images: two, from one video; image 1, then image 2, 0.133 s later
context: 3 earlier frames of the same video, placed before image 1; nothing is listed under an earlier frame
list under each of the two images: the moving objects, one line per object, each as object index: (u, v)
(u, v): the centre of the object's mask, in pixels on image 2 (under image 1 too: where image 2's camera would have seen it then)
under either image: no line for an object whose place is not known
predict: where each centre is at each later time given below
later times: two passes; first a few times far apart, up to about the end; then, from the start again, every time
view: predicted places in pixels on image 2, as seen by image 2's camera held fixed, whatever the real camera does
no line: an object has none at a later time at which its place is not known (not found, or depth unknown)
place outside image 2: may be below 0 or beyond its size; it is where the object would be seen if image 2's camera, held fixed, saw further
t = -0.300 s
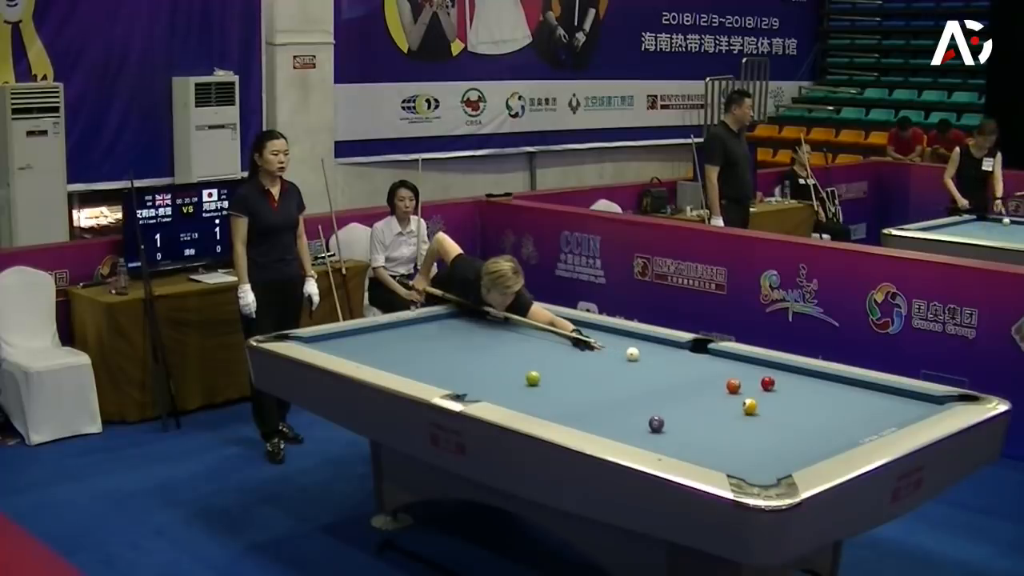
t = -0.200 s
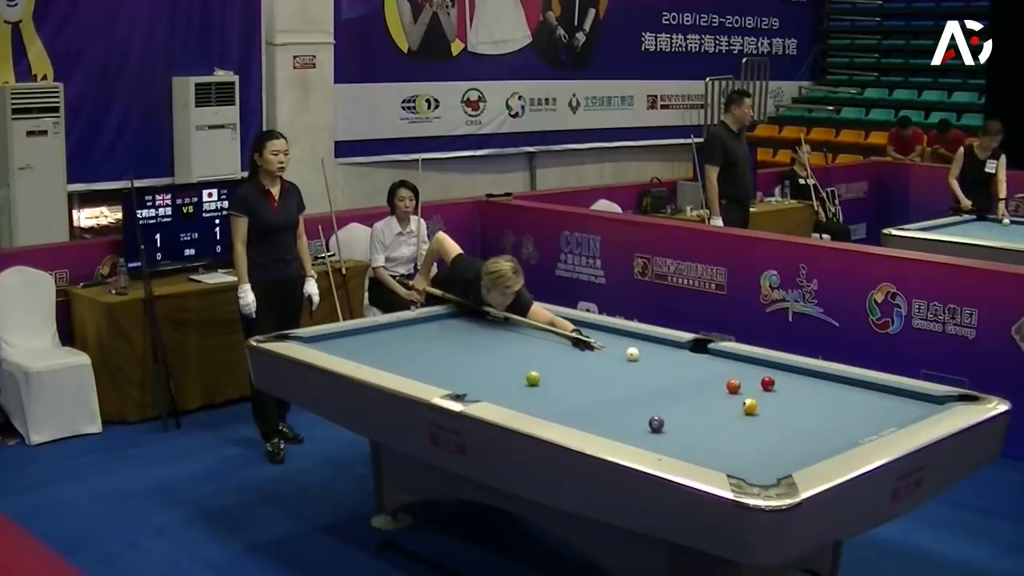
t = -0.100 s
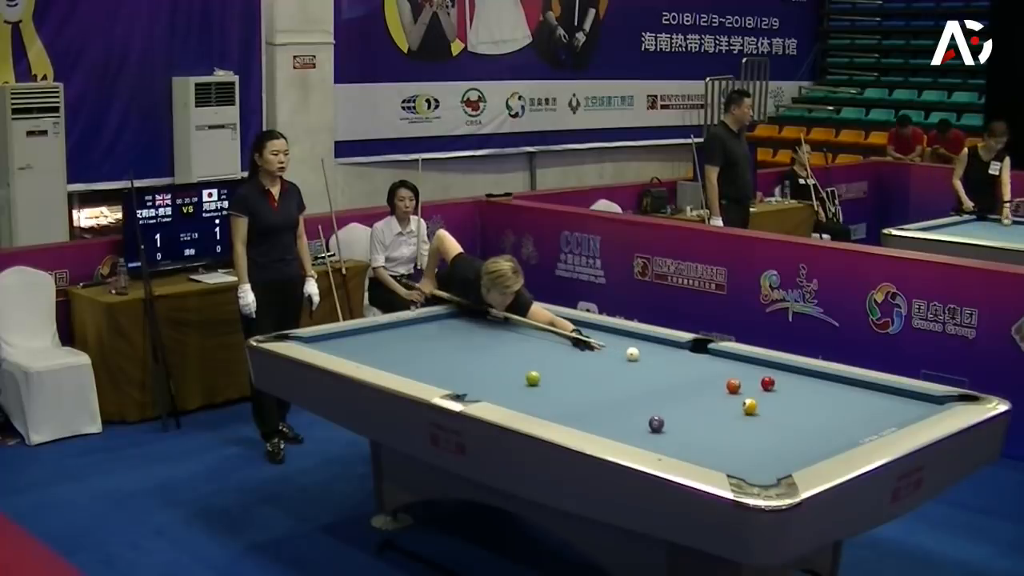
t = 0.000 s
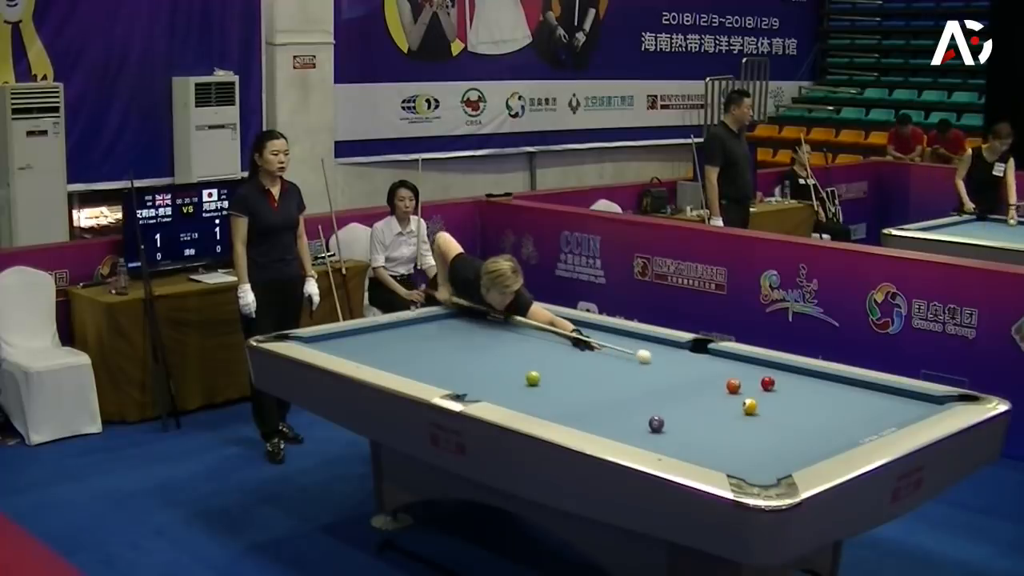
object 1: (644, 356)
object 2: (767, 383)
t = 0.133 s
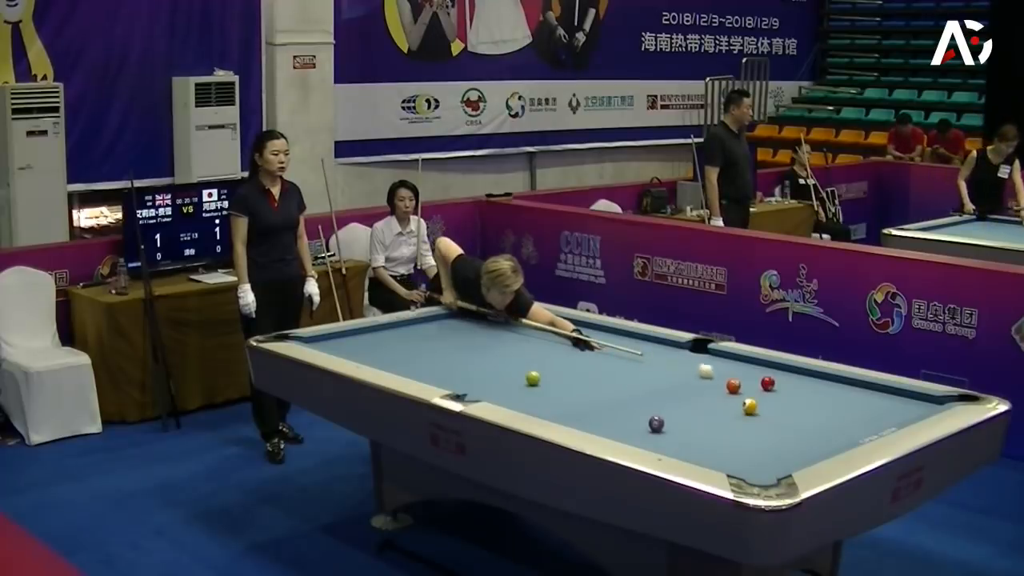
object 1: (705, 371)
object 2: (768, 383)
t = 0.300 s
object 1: (752, 385)
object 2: (794, 386)
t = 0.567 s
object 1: (766, 402)
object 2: (893, 397)
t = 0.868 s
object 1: (791, 424)
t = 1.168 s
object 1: (818, 446)
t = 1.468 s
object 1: (783, 451)
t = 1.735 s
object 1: (739, 451)
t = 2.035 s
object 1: (692, 450)
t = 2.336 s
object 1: (657, 442)
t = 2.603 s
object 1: (645, 437)
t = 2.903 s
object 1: (634, 429)
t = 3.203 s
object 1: (624, 421)
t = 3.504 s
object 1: (615, 414)
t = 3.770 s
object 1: (609, 409)
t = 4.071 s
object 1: (601, 403)
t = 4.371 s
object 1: (596, 398)
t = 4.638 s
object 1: (591, 394)
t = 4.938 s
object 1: (586, 391)
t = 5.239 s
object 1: (582, 388)
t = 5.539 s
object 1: (579, 385)
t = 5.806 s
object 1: (576, 383)
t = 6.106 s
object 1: (574, 381)
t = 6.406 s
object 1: (572, 380)
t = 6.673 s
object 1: (571, 380)
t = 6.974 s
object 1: (570, 379)
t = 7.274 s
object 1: (570, 379)
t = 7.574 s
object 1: (570, 379)
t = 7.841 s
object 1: (570, 379)
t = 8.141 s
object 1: (570, 379)
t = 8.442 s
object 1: (570, 379)
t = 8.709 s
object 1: (570, 379)
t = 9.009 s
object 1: (570, 379)
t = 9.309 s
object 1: (570, 379)
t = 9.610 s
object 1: (570, 379)
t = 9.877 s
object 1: (570, 379)
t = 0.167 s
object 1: (720, 374)
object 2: (767, 383)
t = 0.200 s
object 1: (735, 375)
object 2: (767, 383)
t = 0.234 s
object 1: (750, 381)
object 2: (768, 383)
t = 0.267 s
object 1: (752, 383)
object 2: (779, 384)
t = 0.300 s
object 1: (752, 385)
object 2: (794, 386)
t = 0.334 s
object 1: (751, 387)
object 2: (808, 388)
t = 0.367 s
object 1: (752, 389)
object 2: (822, 390)
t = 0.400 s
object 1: (753, 390)
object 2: (835, 391)
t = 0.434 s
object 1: (754, 392)
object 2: (848, 392)
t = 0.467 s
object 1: (757, 394)
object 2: (860, 393)
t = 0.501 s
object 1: (761, 397)
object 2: (871, 394)
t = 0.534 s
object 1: (763, 399)
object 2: (882, 396)
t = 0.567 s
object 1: (766, 402)
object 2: (893, 397)
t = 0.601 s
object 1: (768, 404)
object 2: (903, 398)
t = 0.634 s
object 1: (770, 406)
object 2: (914, 400)
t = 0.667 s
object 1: (774, 409)
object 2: (926, 401)
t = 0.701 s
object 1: (776, 411)
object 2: (935, 401)
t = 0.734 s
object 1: (779, 414)
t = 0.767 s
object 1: (782, 416)
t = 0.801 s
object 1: (785, 419)
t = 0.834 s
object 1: (787, 421)
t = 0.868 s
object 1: (791, 424)
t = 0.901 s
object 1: (793, 426)
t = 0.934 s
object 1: (796, 429)
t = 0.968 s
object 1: (800, 431)
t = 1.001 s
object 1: (802, 434)
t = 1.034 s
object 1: (806, 437)
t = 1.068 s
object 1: (809, 439)
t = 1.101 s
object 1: (812, 442)
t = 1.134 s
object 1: (815, 444)
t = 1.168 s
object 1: (818, 446)
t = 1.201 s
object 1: (820, 447)
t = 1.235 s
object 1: (823, 448)
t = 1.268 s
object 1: (816, 449)
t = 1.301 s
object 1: (811, 450)
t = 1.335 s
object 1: (806, 451)
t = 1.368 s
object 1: (799, 451)
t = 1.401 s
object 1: (794, 451)
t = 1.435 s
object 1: (788, 452)
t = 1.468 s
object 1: (783, 451)
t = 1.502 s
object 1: (777, 451)
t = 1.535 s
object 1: (771, 451)
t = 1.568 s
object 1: (766, 451)
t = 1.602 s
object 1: (761, 451)
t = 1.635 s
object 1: (755, 451)
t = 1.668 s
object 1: (750, 451)
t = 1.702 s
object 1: (744, 451)
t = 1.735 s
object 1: (739, 451)
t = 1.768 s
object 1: (733, 451)
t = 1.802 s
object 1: (728, 451)
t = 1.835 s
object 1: (723, 451)
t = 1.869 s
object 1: (717, 451)
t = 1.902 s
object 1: (712, 451)
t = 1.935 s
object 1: (707, 451)
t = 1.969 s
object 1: (702, 451)
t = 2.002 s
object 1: (697, 450)
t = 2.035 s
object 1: (692, 450)
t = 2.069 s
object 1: (686, 449)
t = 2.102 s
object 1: (682, 448)
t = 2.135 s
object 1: (676, 448)
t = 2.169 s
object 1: (672, 447)
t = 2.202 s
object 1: (668, 446)
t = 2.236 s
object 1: (663, 446)
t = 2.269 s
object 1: (659, 445)
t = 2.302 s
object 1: (658, 443)
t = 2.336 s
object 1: (657, 442)
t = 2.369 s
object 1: (655, 441)
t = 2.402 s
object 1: (653, 440)
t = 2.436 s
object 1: (651, 440)
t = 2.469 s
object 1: (649, 439)
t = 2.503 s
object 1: (648, 438)
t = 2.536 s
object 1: (647, 437)
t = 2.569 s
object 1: (647, 437)
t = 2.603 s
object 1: (645, 437)
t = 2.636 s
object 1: (643, 436)
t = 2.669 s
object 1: (642, 435)
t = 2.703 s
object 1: (641, 434)
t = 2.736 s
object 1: (639, 433)
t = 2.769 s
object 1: (638, 432)
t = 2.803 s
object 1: (637, 432)
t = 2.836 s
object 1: (636, 431)
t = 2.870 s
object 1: (635, 430)
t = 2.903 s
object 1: (634, 429)
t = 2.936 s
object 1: (633, 428)
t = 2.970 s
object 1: (631, 427)
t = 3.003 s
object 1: (630, 426)
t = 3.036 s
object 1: (629, 425)
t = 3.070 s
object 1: (628, 424)
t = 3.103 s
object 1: (627, 424)
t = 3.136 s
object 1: (626, 423)
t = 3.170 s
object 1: (625, 422)
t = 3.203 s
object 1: (624, 421)
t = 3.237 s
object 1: (623, 420)
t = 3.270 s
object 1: (622, 420)
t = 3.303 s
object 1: (621, 419)
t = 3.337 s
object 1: (620, 418)
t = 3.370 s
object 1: (619, 417)
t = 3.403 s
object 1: (618, 416)
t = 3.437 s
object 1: (618, 416)
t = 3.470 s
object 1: (616, 415)
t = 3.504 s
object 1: (615, 414)
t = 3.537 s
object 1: (614, 414)
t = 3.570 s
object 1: (613, 413)
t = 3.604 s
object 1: (613, 412)
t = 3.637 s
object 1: (612, 412)
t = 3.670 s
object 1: (611, 411)
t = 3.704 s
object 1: (610, 410)
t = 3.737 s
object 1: (610, 409)
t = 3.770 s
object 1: (609, 409)
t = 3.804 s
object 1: (608, 408)
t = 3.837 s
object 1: (607, 408)
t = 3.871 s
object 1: (607, 407)
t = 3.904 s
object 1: (606, 406)
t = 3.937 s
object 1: (605, 406)
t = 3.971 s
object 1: (604, 405)
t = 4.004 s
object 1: (603, 404)
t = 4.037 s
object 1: (602, 404)
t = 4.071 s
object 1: (601, 403)
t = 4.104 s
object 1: (601, 403)
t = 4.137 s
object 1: (600, 402)
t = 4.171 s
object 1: (600, 401)
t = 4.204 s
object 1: (599, 401)
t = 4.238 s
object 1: (598, 400)
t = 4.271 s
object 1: (598, 400)
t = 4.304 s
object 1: (597, 399)
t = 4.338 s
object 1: (596, 399)
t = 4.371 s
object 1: (596, 398)
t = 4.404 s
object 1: (595, 398)
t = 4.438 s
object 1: (594, 397)
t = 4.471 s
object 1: (594, 397)
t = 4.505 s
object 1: (593, 396)
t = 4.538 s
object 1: (593, 396)
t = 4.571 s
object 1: (592, 395)
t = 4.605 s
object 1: (592, 395)
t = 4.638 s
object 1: (591, 394)
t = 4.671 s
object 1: (591, 394)
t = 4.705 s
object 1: (590, 393)
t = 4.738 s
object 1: (589, 393)
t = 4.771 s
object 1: (589, 393)
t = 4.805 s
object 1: (588, 392)
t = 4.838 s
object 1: (588, 392)
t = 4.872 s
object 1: (587, 391)
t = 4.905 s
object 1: (587, 391)
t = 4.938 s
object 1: (586, 391)
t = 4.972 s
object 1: (586, 390)
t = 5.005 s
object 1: (585, 390)
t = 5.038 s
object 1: (585, 389)
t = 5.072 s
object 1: (584, 389)
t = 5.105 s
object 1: (584, 389)
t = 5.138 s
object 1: (583, 388)
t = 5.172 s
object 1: (583, 388)
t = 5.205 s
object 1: (583, 388)
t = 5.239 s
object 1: (582, 388)
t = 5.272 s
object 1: (582, 387)
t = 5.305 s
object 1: (581, 387)
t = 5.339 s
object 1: (581, 387)
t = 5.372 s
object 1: (581, 386)
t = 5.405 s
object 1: (580, 386)
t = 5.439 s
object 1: (580, 386)
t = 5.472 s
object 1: (579, 386)
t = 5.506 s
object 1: (579, 385)
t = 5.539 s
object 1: (579, 385)
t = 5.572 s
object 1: (578, 385)
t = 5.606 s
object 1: (578, 384)
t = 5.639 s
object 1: (578, 384)
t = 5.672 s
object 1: (577, 384)
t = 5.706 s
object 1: (577, 384)
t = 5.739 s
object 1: (577, 383)
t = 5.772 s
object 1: (577, 383)
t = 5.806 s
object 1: (576, 383)
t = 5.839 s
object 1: (576, 383)
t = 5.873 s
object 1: (576, 383)
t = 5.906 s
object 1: (575, 383)
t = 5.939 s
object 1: (575, 382)
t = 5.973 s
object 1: (575, 382)
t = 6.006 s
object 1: (574, 382)
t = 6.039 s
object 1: (574, 382)
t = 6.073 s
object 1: (574, 382)
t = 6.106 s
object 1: (574, 381)
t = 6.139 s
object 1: (574, 381)
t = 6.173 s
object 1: (573, 381)
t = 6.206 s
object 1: (573, 381)
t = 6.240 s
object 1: (573, 381)
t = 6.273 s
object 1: (573, 381)
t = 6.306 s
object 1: (572, 380)
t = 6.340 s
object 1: (572, 380)
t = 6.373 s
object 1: (572, 380)
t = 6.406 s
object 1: (572, 380)
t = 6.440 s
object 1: (571, 380)
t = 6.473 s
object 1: (571, 380)
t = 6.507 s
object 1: (571, 380)
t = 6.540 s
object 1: (571, 380)
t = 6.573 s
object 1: (571, 380)
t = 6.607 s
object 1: (571, 380)
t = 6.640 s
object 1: (571, 380)
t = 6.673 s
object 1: (571, 380)
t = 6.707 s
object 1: (570, 379)
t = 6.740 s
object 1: (571, 379)
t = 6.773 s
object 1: (570, 379)
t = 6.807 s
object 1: (570, 379)
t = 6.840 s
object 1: (570, 379)
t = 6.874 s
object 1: (570, 379)
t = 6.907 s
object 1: (570, 379)
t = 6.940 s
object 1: (570, 379)
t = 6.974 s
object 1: (570, 379)
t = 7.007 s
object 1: (570, 379)
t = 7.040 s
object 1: (570, 379)
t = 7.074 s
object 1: (570, 379)
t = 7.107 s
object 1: (570, 379)
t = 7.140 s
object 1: (570, 379)
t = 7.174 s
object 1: (570, 379)
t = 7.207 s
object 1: (570, 379)
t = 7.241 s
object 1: (570, 379)
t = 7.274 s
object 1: (570, 379)
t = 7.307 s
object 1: (570, 379)
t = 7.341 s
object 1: (570, 379)
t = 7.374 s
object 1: (570, 379)
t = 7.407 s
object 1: (570, 379)
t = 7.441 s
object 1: (570, 379)
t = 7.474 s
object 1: (570, 379)
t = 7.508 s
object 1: (570, 379)
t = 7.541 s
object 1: (570, 379)
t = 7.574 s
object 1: (570, 379)
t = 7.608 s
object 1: (570, 379)
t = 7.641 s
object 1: (570, 379)
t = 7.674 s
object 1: (570, 379)
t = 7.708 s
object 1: (570, 379)
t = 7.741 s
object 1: (570, 379)
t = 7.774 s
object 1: (570, 379)
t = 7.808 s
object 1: (570, 379)
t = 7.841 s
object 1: (570, 379)
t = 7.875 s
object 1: (570, 379)
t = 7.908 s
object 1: (570, 379)
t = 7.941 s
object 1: (570, 379)
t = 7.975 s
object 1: (570, 379)
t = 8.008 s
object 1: (570, 379)
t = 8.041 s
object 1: (570, 379)
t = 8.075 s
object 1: (570, 379)
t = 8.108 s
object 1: (570, 379)
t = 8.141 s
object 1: (570, 379)
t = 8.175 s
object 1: (570, 379)
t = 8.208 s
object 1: (570, 379)
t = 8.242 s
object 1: (570, 379)
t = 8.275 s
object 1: (570, 379)
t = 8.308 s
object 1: (570, 379)
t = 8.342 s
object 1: (570, 379)
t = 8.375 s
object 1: (570, 379)
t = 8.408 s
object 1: (570, 379)
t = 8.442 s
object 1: (570, 379)
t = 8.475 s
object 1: (570, 379)
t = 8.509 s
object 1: (570, 379)
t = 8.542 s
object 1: (570, 379)
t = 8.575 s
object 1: (570, 379)
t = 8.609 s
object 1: (570, 379)
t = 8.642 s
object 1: (570, 379)
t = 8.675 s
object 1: (570, 379)
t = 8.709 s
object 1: (570, 379)
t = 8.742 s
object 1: (570, 379)
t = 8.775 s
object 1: (570, 379)
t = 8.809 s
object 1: (570, 379)
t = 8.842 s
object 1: (570, 379)
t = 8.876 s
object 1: (570, 379)
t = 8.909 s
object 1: (570, 379)
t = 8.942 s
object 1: (570, 379)
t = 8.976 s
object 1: (570, 379)
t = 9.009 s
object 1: (570, 379)
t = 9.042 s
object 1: (570, 379)
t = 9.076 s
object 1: (570, 379)
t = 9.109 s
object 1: (570, 379)
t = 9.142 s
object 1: (570, 379)
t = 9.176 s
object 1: (570, 379)
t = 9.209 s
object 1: (570, 379)
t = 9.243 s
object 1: (570, 379)
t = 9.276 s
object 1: (570, 379)
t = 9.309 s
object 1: (570, 379)
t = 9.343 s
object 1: (570, 379)
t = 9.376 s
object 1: (570, 379)
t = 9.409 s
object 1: (570, 379)
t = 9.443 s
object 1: (570, 379)
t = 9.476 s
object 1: (570, 379)
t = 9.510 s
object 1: (570, 379)
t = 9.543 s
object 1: (570, 379)
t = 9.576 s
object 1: (570, 379)
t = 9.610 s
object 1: (570, 379)
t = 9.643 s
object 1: (570, 379)
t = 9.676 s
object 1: (570, 379)
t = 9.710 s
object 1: (570, 379)
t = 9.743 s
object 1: (570, 379)
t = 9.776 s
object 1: (570, 379)
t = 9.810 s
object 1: (570, 379)
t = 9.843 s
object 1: (570, 379)
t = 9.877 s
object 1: (570, 379)
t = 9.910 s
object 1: (570, 379)
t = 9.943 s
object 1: (570, 379)
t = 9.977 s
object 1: (570, 379)
